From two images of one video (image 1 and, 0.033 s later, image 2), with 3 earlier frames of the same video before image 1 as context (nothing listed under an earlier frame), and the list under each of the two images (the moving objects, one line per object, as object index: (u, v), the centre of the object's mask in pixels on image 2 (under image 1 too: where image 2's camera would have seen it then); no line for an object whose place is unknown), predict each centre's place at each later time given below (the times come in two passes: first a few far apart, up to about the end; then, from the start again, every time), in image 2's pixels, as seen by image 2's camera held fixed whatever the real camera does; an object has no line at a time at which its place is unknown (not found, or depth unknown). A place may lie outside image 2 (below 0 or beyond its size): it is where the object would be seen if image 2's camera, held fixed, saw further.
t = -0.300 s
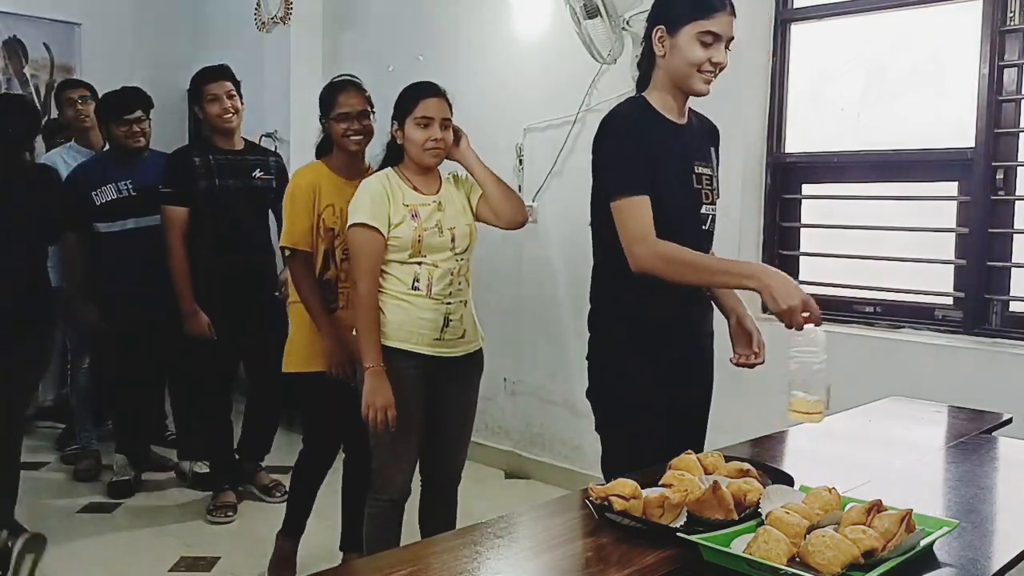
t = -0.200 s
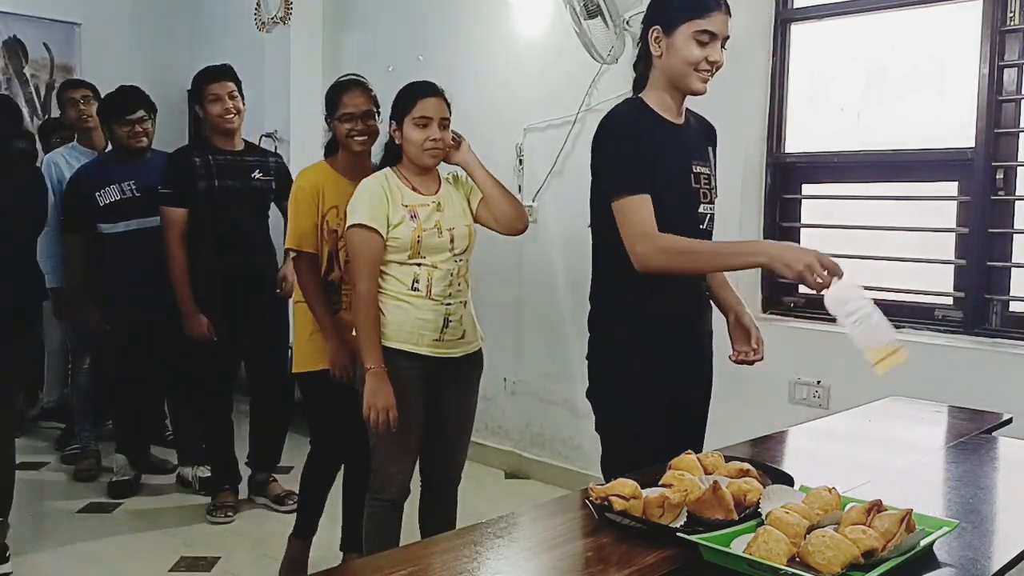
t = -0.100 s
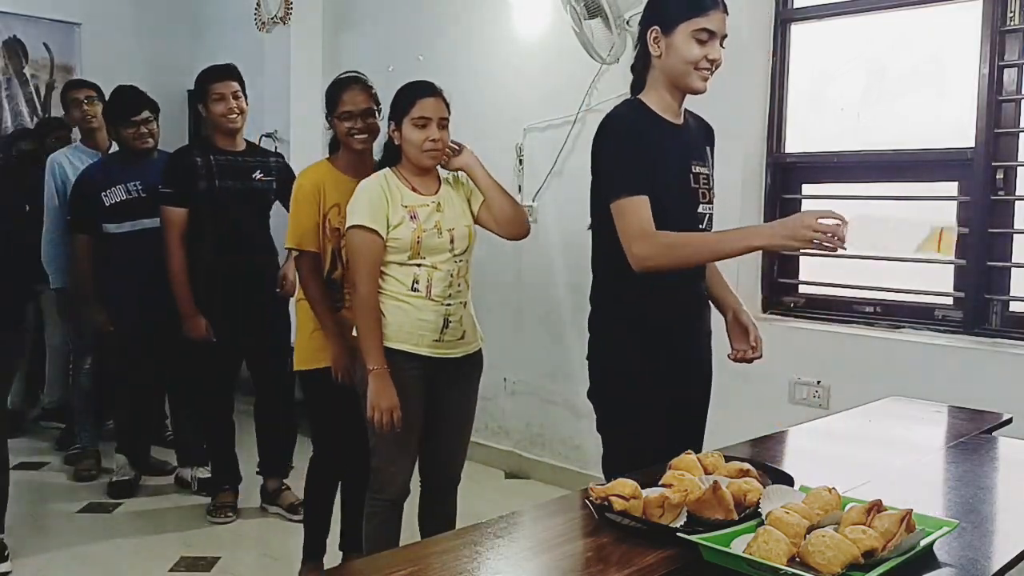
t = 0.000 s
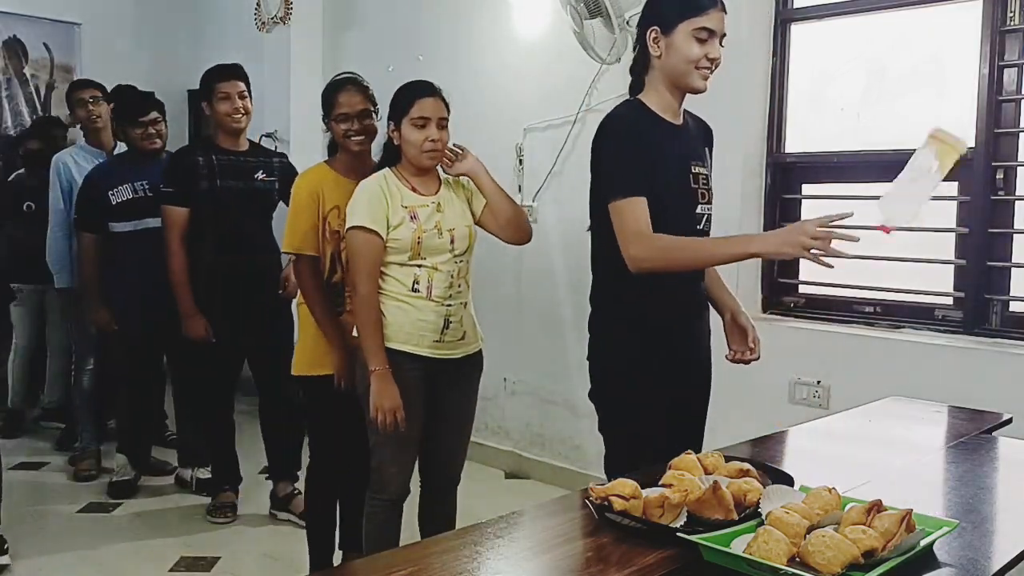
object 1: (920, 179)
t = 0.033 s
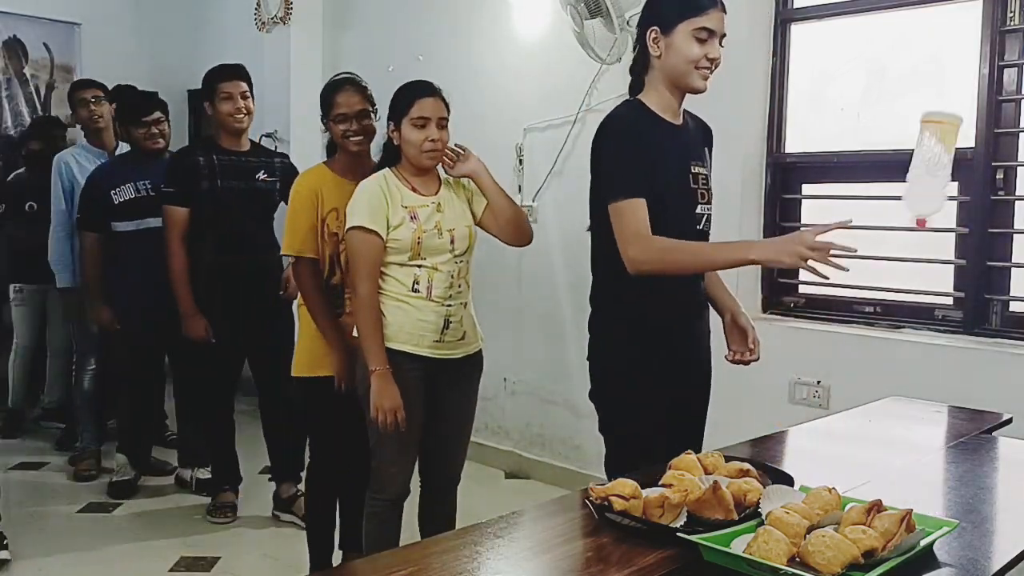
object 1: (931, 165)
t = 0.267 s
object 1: (956, 169)
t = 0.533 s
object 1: (899, 423)
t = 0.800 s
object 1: (882, 443)
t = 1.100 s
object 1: (882, 443)
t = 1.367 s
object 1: (882, 443)
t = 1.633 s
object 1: (882, 443)
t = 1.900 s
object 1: (882, 443)
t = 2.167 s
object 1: (883, 443)
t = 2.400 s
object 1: (883, 443)
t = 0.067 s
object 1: (945, 155)
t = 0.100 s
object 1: (956, 146)
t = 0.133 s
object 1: (963, 138)
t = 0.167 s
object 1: (964, 135)
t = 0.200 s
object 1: (963, 140)
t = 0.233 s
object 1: (961, 151)
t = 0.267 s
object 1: (956, 169)
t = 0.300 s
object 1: (948, 195)
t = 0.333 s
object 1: (939, 232)
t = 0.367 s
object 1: (930, 278)
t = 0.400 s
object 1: (923, 331)
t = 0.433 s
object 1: (916, 380)
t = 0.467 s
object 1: (911, 412)
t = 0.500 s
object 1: (904, 417)
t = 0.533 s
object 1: (899, 423)
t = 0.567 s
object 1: (892, 431)
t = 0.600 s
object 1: (888, 443)
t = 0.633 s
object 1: (884, 442)
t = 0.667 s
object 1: (882, 443)
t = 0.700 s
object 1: (883, 443)
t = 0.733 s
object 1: (883, 443)
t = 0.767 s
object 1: (883, 443)
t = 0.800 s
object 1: (882, 443)
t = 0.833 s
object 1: (883, 443)
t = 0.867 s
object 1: (883, 443)
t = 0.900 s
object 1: (883, 443)
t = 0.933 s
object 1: (883, 443)
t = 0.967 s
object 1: (883, 443)
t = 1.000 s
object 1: (882, 443)
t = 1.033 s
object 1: (882, 443)
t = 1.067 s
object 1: (882, 443)
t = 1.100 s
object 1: (882, 443)
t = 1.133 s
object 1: (883, 443)
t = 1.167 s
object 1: (883, 443)
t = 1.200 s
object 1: (882, 443)
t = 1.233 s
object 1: (882, 443)
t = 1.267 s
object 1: (882, 443)
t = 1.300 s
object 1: (882, 443)
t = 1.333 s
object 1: (882, 443)
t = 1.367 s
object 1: (882, 443)
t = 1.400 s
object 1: (882, 443)
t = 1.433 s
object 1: (882, 443)
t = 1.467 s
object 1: (882, 443)
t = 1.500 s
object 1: (882, 443)
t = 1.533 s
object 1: (882, 443)
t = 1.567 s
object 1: (882, 443)
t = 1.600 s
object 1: (882, 443)
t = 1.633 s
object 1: (882, 443)
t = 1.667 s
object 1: (882, 443)
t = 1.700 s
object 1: (882, 443)
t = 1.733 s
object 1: (882, 443)
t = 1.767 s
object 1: (882, 443)
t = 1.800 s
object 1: (882, 443)
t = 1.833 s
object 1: (882, 443)
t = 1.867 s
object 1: (882, 443)
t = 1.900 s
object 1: (882, 443)
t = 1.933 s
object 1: (882, 443)
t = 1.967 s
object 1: (882, 443)
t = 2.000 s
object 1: (882, 443)
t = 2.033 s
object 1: (882, 443)
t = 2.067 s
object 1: (883, 443)
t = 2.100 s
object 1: (883, 443)
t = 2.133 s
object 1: (883, 443)
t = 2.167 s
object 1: (883, 443)
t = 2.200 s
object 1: (883, 443)
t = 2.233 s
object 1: (883, 443)
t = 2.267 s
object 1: (882, 443)
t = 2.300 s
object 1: (882, 443)
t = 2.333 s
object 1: (883, 443)
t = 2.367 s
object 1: (883, 443)
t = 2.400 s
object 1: (883, 443)
